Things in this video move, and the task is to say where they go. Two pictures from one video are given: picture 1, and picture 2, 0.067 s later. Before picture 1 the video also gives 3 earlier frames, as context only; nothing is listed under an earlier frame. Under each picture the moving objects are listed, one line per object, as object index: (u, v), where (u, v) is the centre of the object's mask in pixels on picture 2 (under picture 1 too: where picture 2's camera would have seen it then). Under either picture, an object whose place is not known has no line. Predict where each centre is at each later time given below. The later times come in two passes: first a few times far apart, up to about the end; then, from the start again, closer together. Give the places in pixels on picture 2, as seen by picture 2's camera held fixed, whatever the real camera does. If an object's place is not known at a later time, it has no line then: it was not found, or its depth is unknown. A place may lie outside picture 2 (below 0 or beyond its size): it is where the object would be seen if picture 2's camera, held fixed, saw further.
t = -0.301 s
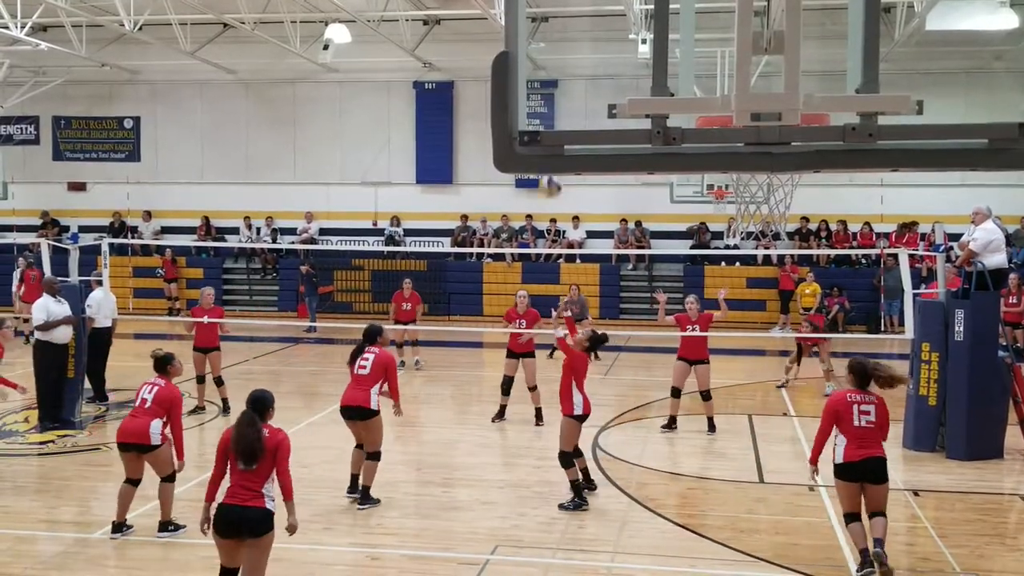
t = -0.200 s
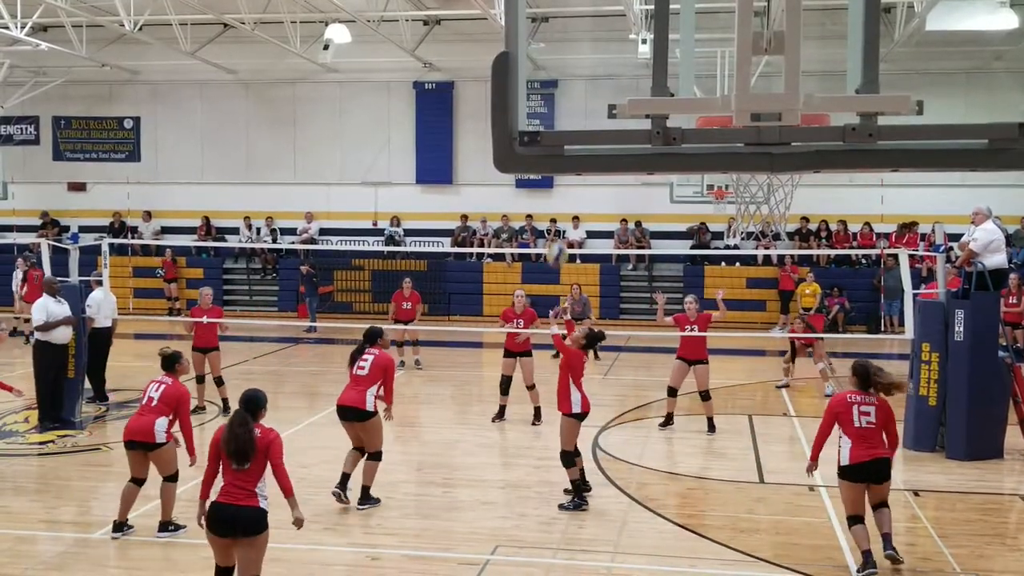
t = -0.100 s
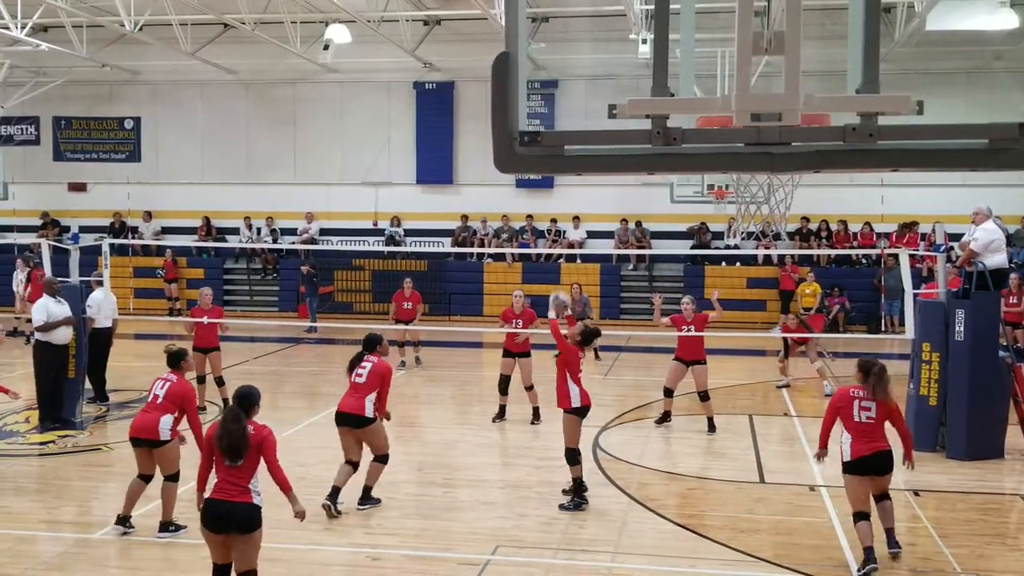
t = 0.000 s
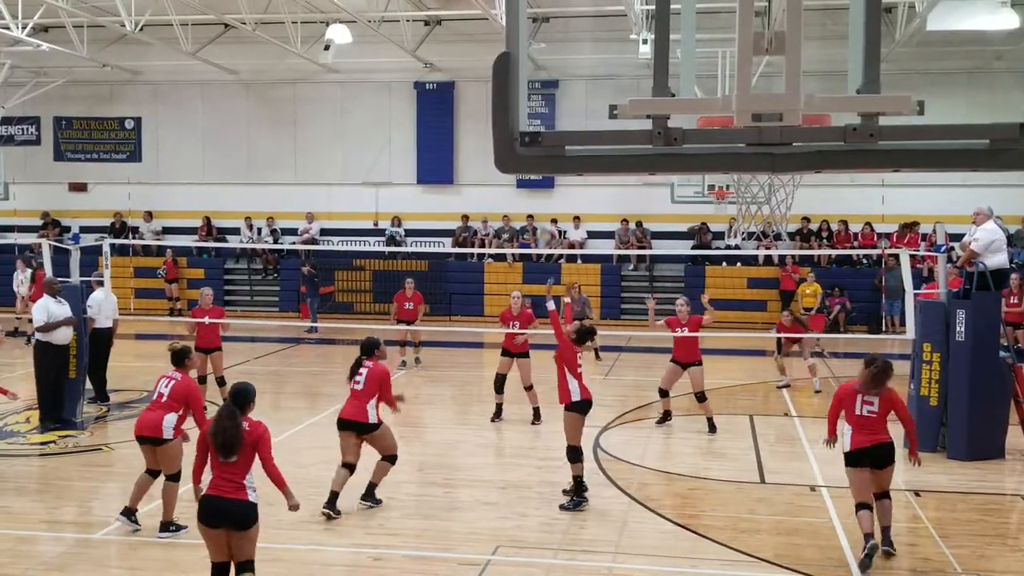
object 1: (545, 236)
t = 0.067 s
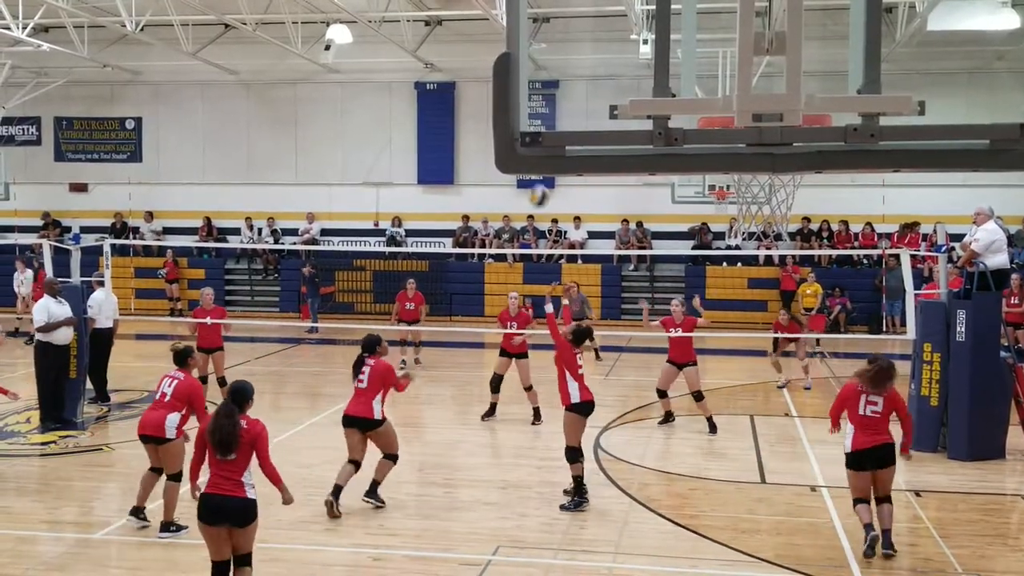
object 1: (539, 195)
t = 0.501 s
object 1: (484, 63)
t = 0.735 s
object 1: (456, 72)
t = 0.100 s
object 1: (534, 181)
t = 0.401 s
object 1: (490, 69)
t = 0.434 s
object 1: (487, 70)
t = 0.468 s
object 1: (486, 66)
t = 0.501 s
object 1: (484, 63)
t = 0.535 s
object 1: (480, 61)
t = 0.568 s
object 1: (474, 60)
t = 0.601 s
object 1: (470, 60)
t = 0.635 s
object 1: (467, 61)
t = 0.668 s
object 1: (463, 63)
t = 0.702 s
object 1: (459, 67)
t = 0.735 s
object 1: (456, 72)
